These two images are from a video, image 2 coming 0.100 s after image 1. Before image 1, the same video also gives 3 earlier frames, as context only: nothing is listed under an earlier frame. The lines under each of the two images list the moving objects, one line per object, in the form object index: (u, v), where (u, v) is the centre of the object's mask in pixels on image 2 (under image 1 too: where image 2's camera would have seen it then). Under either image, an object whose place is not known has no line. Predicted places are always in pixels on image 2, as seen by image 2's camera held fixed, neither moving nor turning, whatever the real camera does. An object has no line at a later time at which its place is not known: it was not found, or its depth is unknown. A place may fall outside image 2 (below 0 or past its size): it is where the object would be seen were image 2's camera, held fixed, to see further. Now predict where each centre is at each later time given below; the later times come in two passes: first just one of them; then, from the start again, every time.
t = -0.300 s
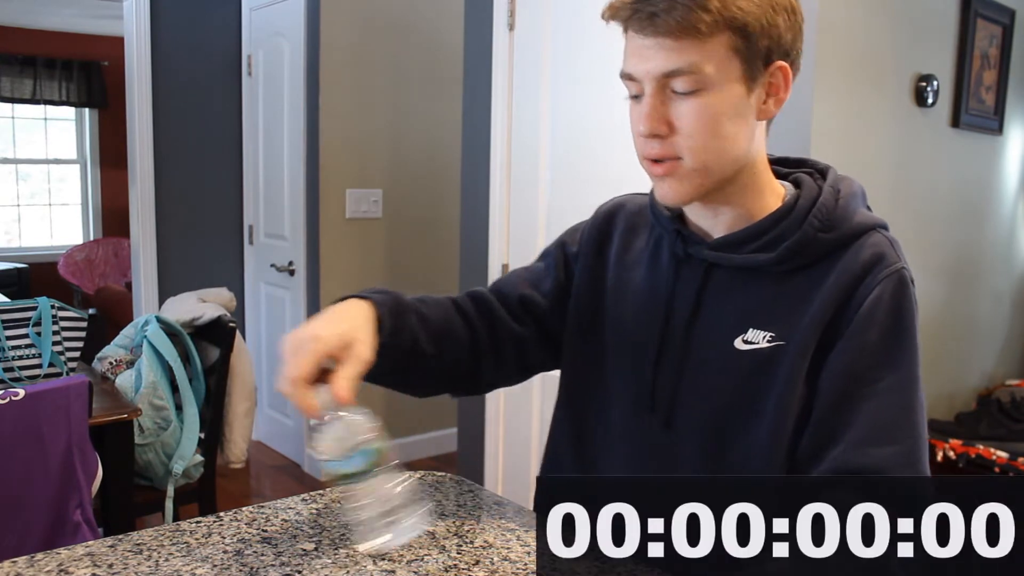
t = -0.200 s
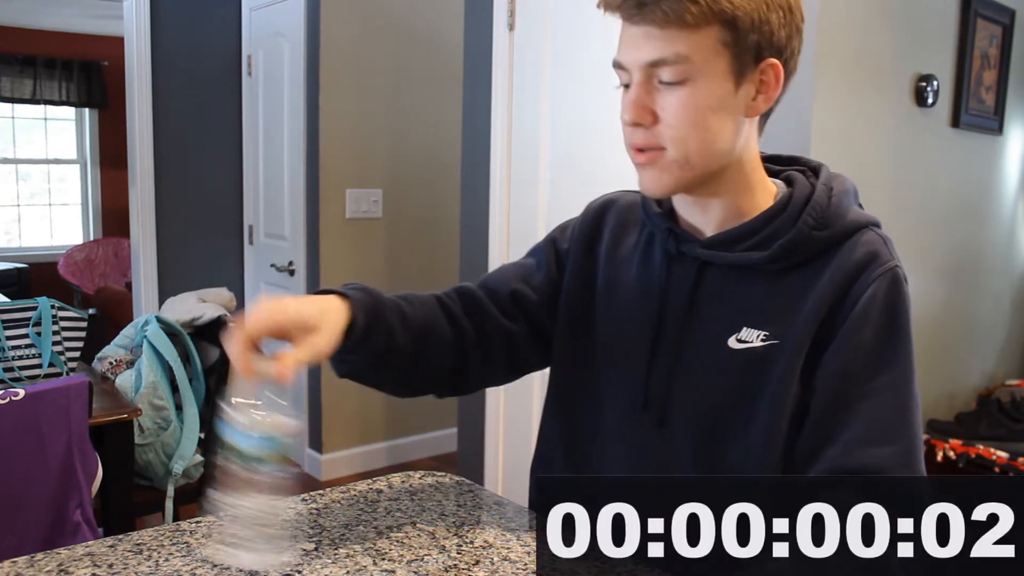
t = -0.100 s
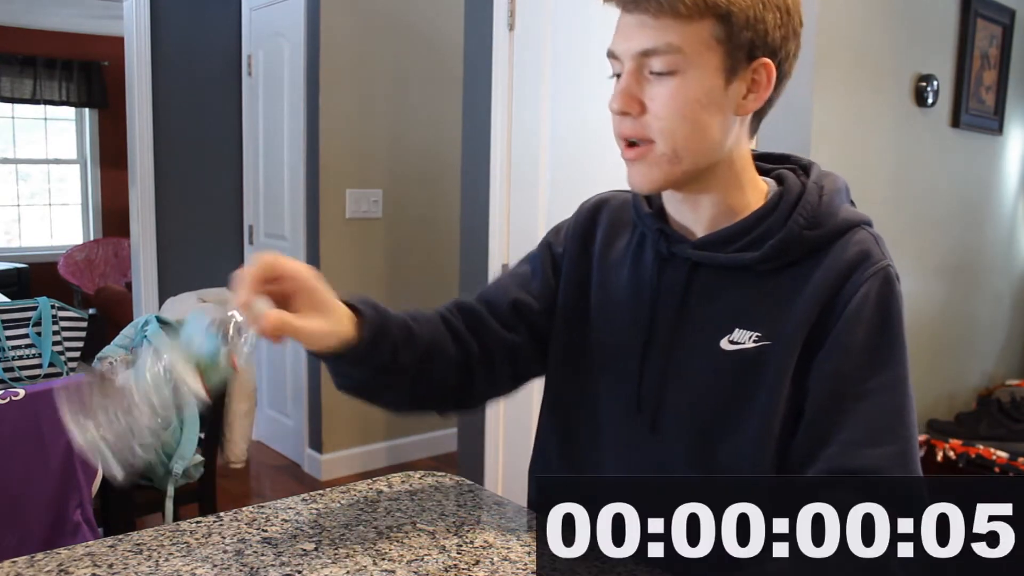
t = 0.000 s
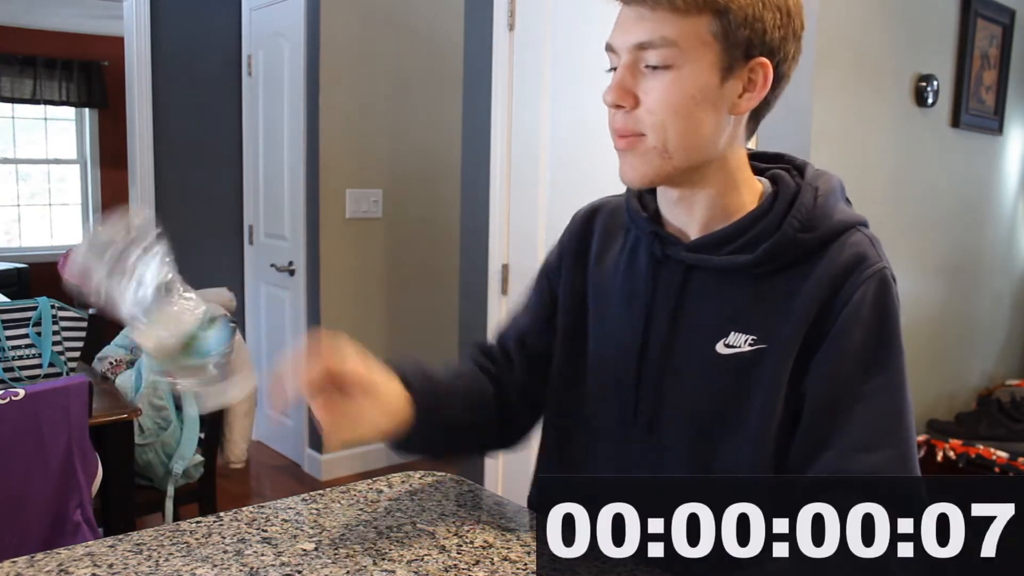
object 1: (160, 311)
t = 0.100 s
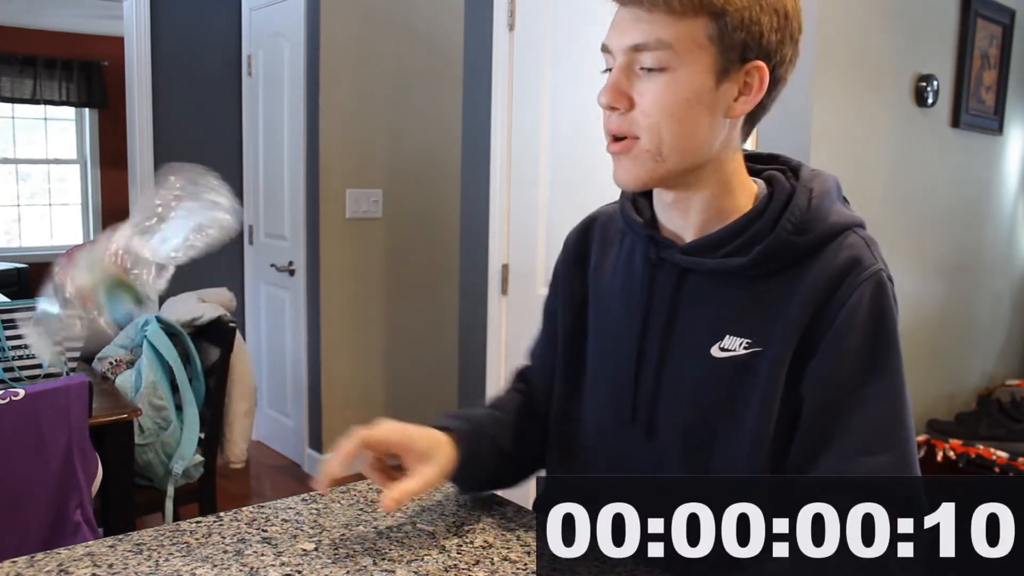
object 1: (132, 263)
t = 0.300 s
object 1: (262, 431)
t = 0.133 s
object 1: (146, 251)
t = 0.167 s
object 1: (165, 256)
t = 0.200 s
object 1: (196, 279)
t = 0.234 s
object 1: (220, 317)
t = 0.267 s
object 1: (243, 370)
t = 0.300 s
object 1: (262, 431)
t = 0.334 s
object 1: (279, 493)
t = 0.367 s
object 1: (284, 514)
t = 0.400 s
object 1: (286, 518)
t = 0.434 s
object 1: (287, 522)
